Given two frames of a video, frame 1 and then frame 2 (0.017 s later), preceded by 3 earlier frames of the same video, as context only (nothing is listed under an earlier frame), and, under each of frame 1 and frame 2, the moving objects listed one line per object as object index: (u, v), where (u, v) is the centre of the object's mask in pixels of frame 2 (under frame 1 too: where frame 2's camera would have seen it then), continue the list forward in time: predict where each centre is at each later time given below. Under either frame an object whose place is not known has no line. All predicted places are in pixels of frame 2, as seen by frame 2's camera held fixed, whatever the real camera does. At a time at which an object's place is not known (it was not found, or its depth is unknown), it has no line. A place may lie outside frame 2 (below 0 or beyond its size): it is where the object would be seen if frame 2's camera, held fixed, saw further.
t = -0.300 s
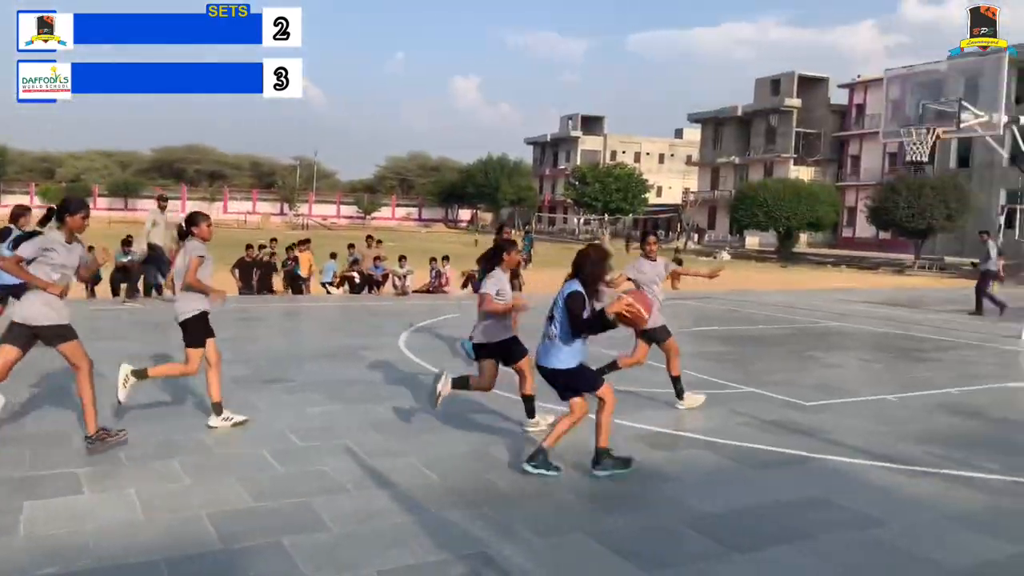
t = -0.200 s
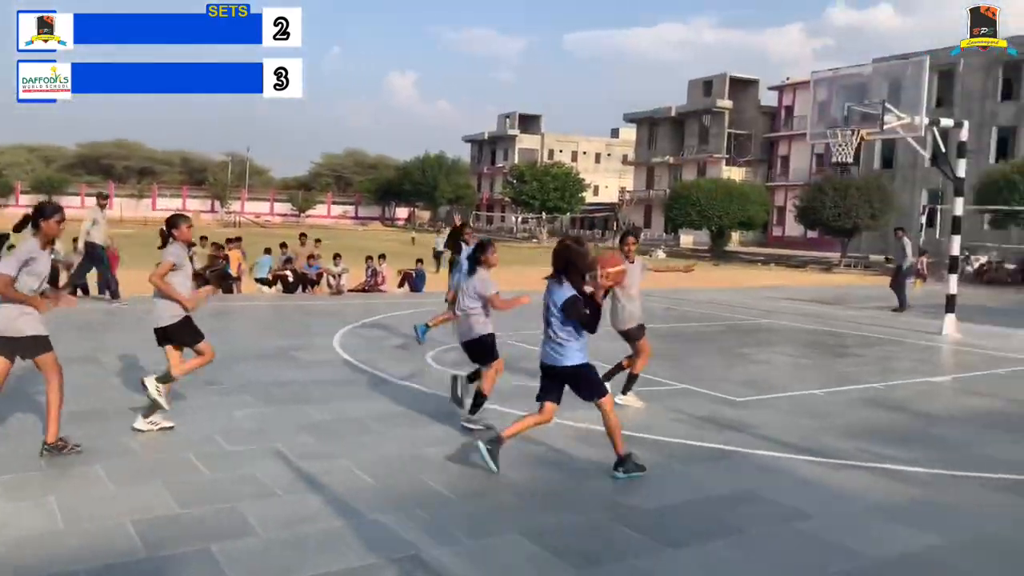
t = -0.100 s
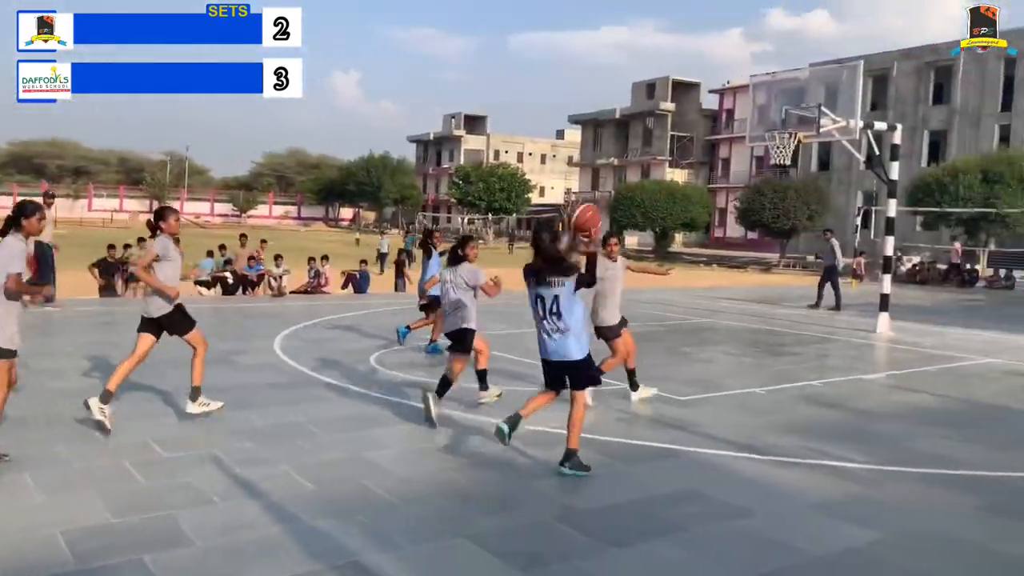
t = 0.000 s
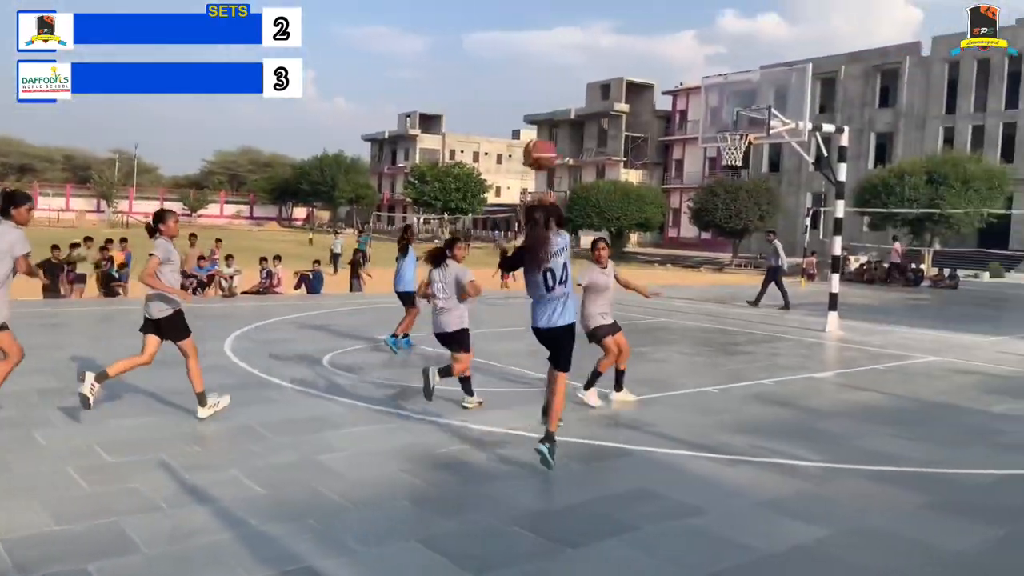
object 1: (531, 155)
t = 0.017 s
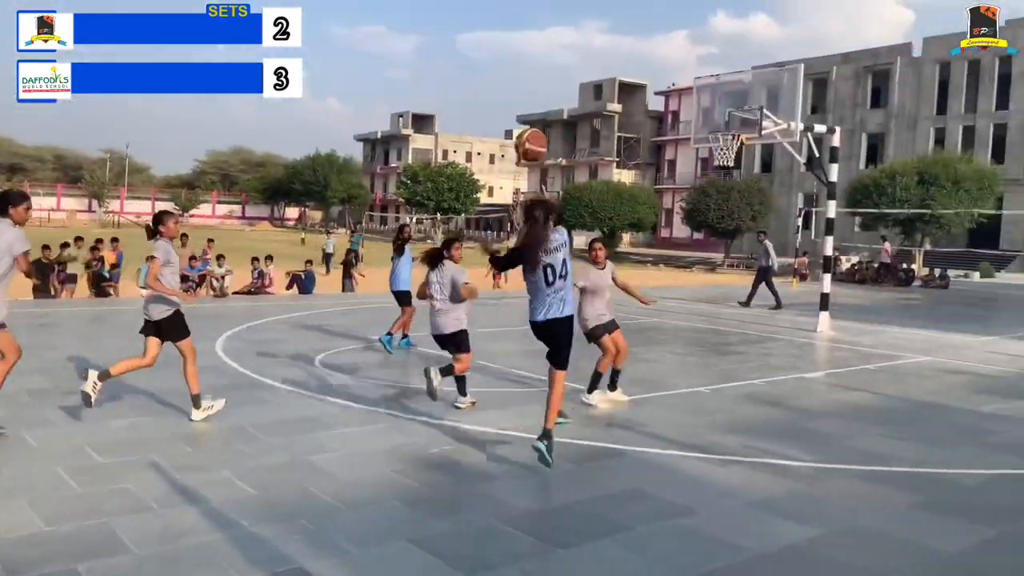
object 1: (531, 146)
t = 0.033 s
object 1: (529, 136)
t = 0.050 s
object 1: (528, 128)
